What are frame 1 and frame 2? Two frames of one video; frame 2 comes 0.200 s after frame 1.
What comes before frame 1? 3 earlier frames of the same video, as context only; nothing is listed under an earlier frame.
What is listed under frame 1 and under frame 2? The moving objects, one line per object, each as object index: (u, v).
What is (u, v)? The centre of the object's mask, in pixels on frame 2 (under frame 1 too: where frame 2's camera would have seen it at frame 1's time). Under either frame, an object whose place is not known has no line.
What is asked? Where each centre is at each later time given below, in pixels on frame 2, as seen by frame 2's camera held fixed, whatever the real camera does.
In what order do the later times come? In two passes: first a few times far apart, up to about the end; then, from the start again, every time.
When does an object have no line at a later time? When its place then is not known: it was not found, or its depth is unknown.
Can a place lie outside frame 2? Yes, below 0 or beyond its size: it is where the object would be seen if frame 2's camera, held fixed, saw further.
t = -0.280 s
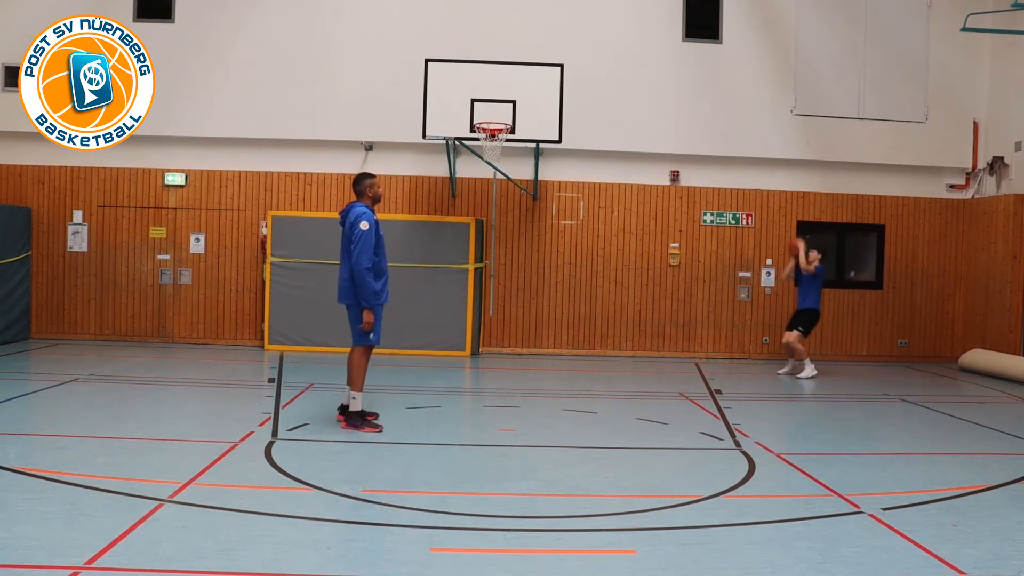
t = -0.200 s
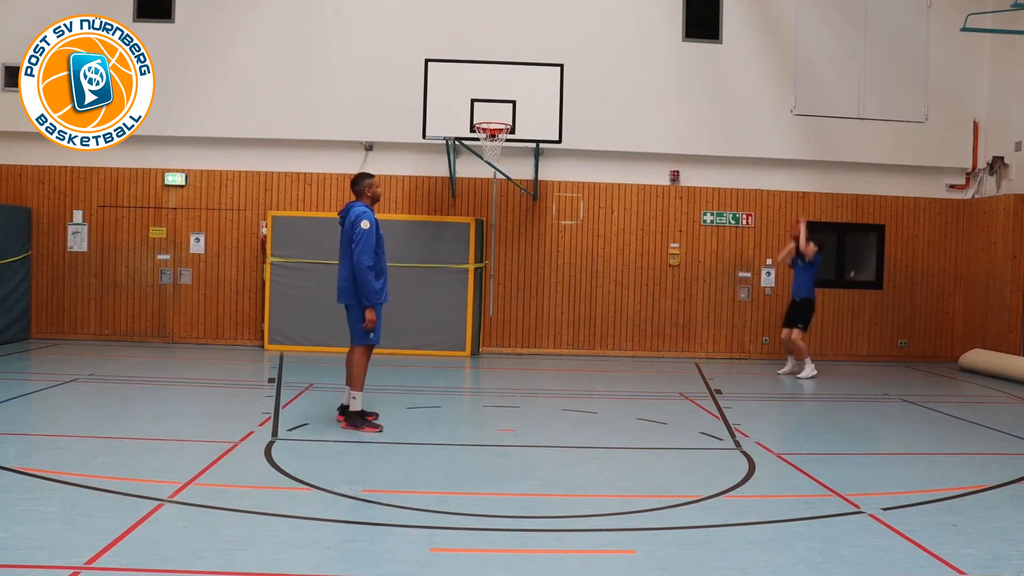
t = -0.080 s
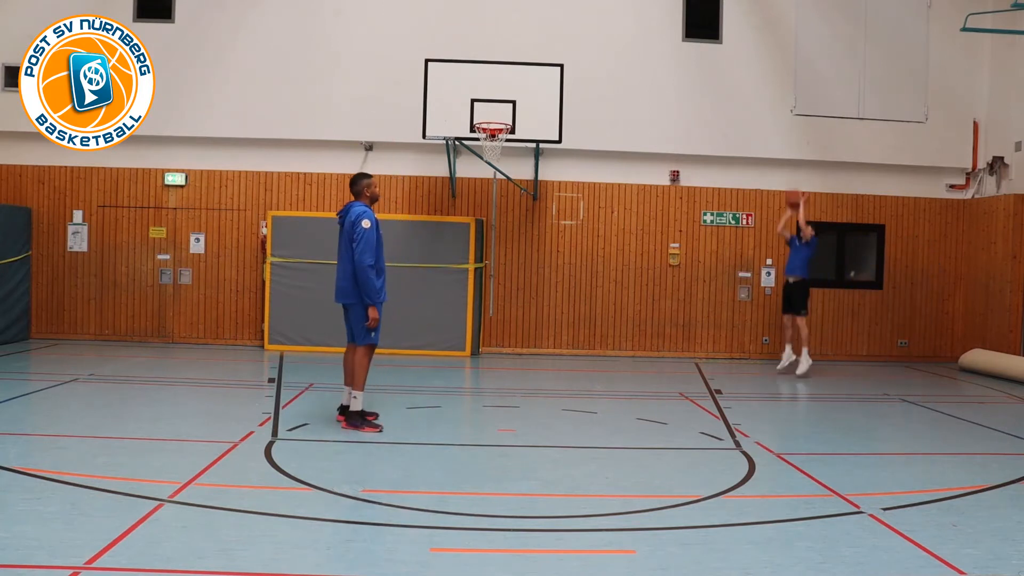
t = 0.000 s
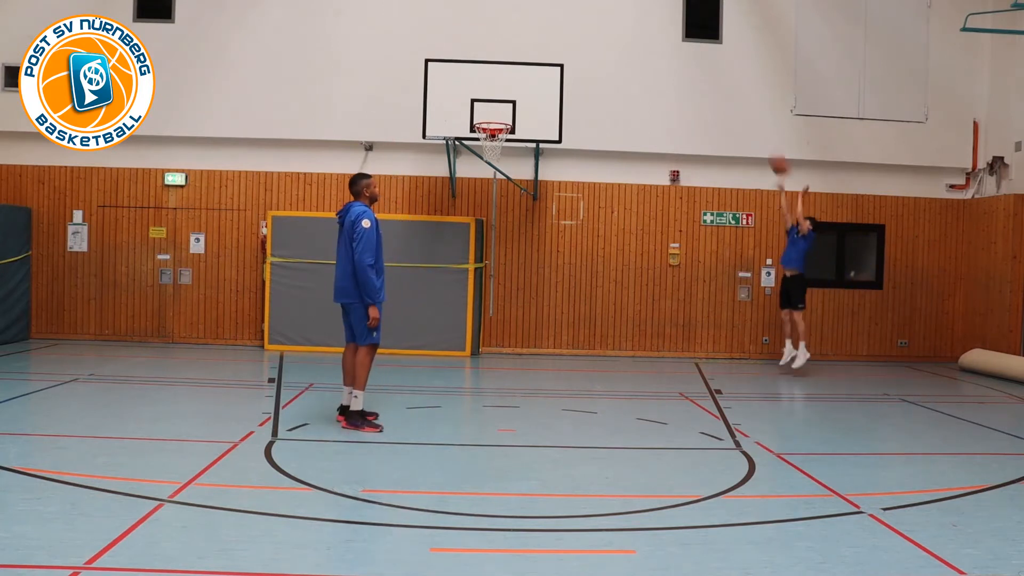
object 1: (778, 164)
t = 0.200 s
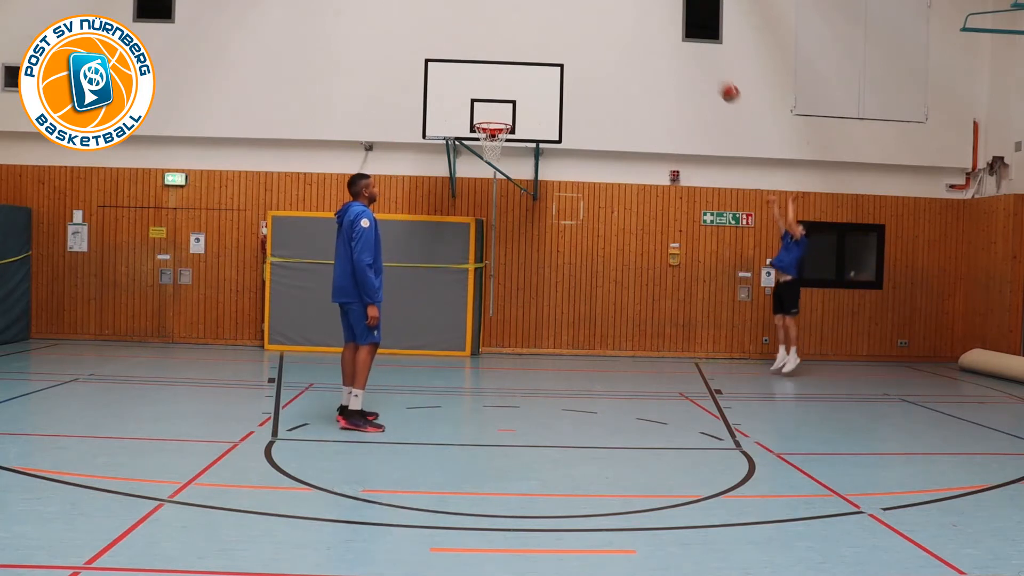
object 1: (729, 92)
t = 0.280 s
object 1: (708, 71)
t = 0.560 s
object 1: (635, 36)
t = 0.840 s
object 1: (558, 58)
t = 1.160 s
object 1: (479, 140)
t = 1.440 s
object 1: (470, 188)
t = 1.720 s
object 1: (461, 292)
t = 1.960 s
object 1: (465, 318)
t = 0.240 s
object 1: (719, 81)
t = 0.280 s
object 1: (708, 71)
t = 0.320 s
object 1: (698, 63)
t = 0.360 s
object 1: (687, 54)
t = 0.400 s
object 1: (677, 49)
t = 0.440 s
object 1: (666, 44)
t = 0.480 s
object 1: (656, 40)
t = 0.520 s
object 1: (645, 37)
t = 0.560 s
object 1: (635, 36)
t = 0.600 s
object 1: (624, 35)
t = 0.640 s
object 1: (613, 36)
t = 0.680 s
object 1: (602, 38)
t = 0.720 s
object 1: (591, 41)
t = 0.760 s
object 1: (581, 46)
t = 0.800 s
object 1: (570, 51)
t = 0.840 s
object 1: (558, 58)
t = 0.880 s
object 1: (547, 67)
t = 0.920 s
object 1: (536, 76)
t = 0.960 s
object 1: (525, 87)
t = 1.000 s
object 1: (513, 99)
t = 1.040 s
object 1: (503, 112)
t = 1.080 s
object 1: (490, 128)
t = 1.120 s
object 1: (482, 138)
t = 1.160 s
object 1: (479, 140)
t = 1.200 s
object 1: (478, 145)
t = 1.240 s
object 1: (477, 149)
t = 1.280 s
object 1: (476, 154)
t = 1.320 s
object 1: (475, 161)
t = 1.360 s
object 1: (473, 169)
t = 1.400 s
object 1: (472, 177)
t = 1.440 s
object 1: (470, 188)
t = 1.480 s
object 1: (470, 199)
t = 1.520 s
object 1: (468, 212)
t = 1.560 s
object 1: (467, 226)
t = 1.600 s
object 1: (465, 240)
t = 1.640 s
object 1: (463, 256)
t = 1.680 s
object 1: (462, 274)
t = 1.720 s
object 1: (461, 292)
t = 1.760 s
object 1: (459, 312)
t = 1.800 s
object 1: (457, 331)
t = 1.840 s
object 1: (455, 355)
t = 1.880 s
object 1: (458, 347)
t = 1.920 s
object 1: (461, 333)
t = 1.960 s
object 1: (465, 318)
